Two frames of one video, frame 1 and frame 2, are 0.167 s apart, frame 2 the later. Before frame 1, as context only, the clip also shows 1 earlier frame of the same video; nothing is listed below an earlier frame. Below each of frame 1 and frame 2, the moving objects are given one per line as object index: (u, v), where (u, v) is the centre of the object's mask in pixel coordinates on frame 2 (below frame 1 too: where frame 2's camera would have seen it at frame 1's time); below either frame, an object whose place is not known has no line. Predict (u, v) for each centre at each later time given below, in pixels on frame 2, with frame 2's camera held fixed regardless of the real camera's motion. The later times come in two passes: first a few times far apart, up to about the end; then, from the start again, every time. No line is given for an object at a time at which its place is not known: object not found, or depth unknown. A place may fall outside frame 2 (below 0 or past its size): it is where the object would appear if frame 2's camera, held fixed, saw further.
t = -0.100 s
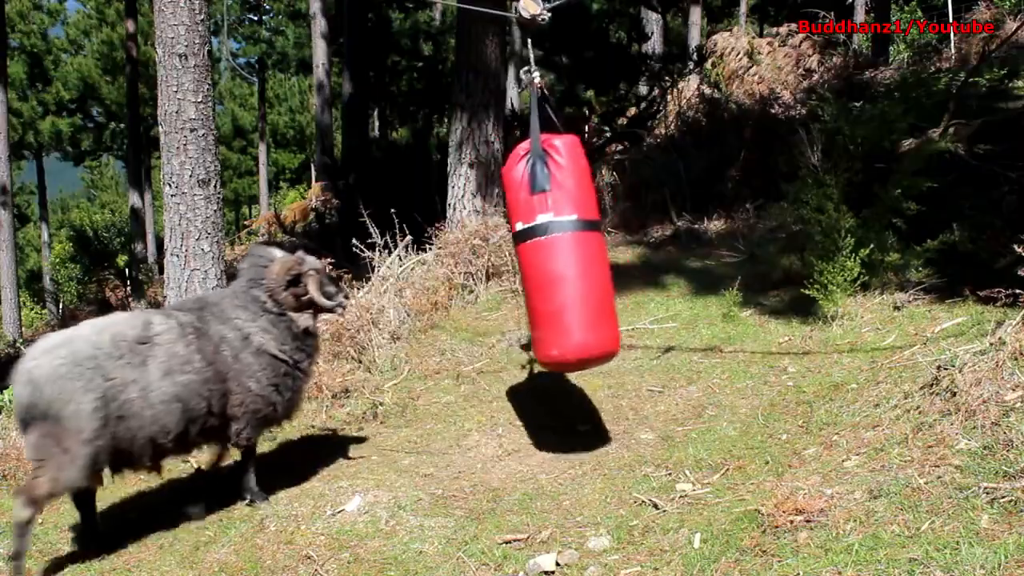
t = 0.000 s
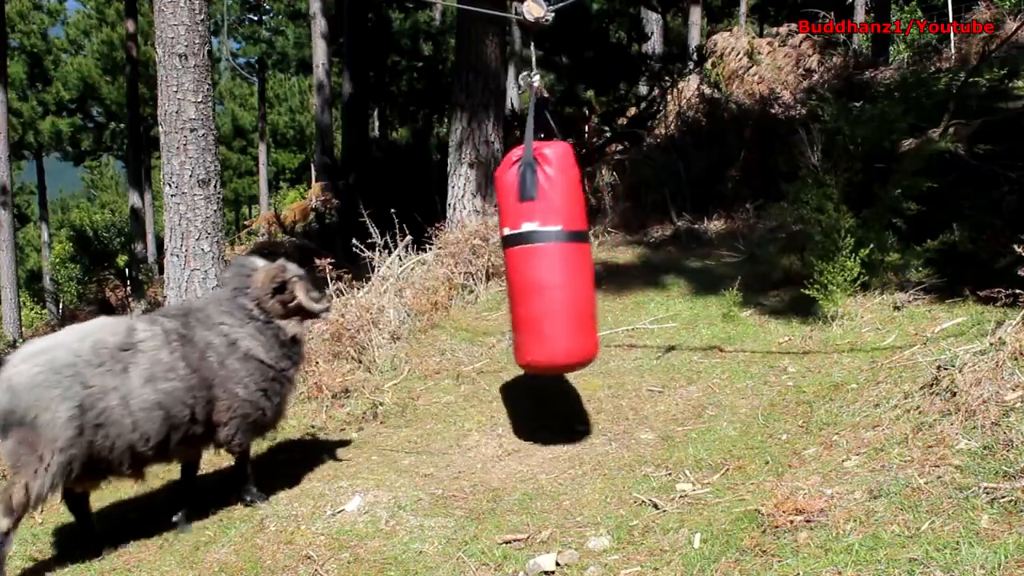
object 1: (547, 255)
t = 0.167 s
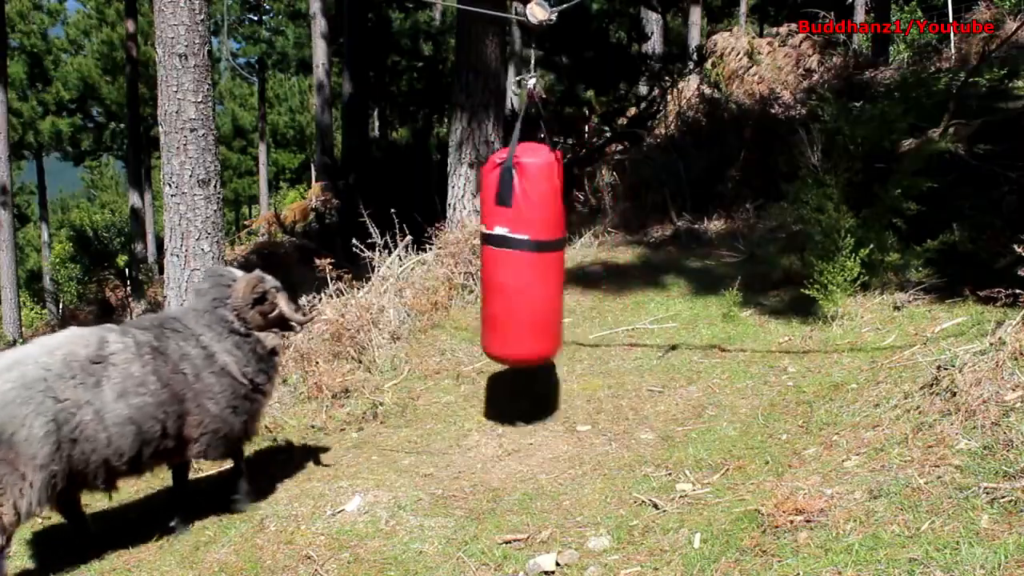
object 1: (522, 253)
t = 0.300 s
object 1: (508, 240)
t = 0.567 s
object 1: (501, 214)
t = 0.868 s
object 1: (524, 216)
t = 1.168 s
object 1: (568, 241)
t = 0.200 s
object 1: (518, 249)
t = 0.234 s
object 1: (515, 246)
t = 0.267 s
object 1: (511, 244)
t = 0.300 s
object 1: (508, 240)
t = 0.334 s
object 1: (506, 237)
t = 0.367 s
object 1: (504, 233)
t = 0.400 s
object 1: (502, 229)
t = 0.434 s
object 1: (501, 225)
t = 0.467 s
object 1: (500, 222)
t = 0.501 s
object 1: (500, 219)
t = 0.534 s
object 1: (500, 216)
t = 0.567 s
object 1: (501, 214)
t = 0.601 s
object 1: (502, 212)
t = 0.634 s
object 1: (503, 211)
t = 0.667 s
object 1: (505, 211)
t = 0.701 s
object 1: (507, 211)
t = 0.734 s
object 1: (510, 211)
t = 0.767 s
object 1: (513, 212)
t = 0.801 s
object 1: (517, 212)
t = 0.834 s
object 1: (520, 214)
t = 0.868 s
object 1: (524, 216)
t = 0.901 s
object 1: (528, 217)
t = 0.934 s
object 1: (533, 219)
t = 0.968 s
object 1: (537, 222)
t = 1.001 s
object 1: (543, 226)
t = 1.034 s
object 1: (548, 229)
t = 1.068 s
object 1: (553, 231)
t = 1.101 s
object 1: (558, 235)
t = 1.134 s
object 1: (563, 238)
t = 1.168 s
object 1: (568, 241)
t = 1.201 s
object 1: (573, 243)
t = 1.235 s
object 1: (578, 244)
